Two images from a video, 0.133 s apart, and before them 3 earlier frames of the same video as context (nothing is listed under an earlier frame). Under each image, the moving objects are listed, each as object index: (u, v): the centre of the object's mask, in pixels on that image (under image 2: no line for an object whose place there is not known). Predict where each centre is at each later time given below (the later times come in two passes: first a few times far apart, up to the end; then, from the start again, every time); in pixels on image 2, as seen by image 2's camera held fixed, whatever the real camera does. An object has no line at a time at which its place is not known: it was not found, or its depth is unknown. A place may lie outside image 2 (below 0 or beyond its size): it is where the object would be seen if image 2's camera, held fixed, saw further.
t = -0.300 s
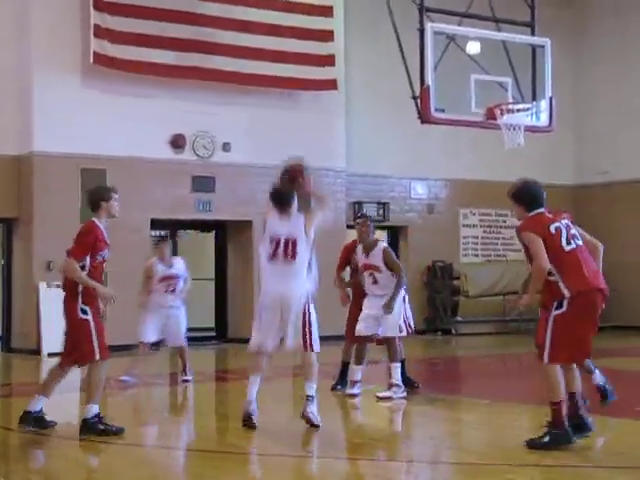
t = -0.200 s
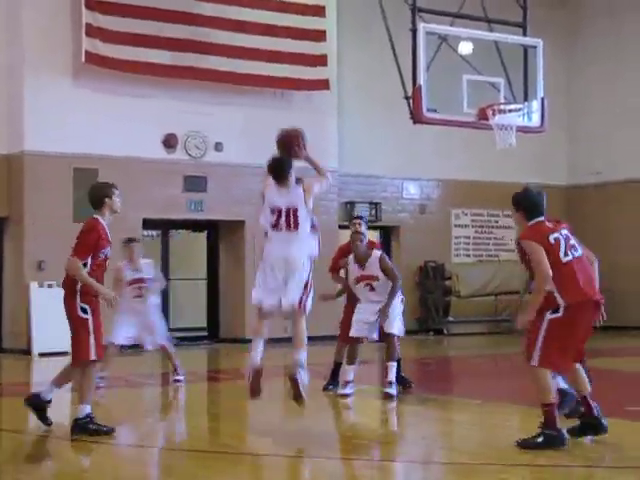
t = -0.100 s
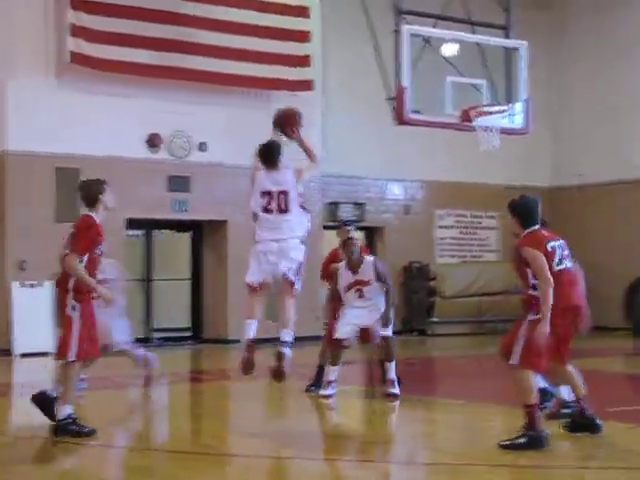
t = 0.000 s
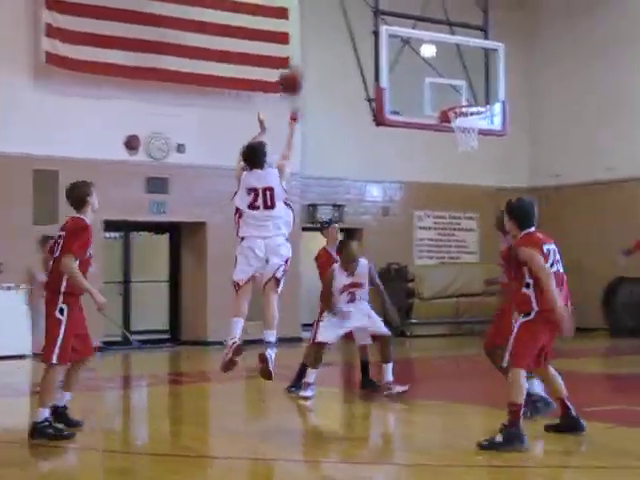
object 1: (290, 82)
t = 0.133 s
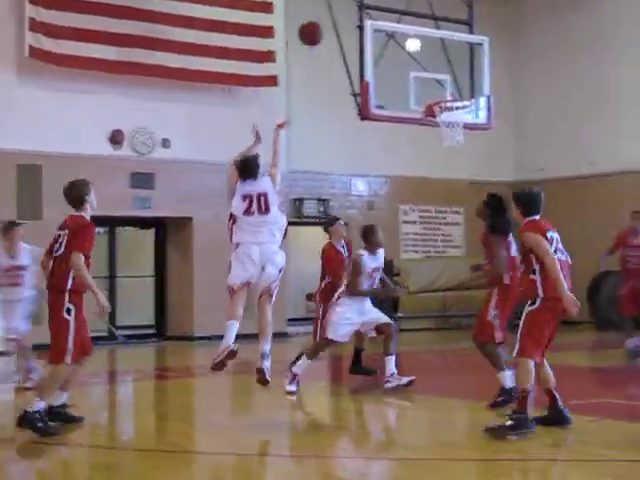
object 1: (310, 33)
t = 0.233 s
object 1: (333, 16)
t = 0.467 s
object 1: (382, 14)
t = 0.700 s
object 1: (423, 61)
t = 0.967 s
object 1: (465, 110)
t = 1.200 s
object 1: (445, 116)
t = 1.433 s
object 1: (438, 143)
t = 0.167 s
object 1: (318, 26)
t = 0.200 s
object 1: (326, 21)
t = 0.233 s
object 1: (333, 16)
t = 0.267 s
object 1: (341, 12)
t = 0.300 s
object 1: (349, 10)
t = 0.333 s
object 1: (355, 10)
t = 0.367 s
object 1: (363, 10)
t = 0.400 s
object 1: (369, 10)
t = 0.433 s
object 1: (376, 12)
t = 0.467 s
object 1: (382, 14)
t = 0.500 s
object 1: (388, 19)
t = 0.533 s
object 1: (395, 26)
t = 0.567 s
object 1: (400, 30)
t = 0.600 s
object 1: (407, 37)
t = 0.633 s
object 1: (412, 45)
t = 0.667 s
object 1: (417, 53)
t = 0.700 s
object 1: (423, 61)
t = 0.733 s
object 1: (428, 72)
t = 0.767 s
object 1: (434, 84)
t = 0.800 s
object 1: (439, 93)
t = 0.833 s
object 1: (445, 97)
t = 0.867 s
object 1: (453, 102)
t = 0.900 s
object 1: (461, 106)
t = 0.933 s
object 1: (466, 109)
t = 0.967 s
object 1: (465, 110)
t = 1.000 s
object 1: (465, 111)
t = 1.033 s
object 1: (463, 111)
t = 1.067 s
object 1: (460, 113)
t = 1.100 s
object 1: (455, 113)
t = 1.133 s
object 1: (450, 115)
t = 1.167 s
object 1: (448, 116)
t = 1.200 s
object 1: (445, 116)
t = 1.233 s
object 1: (442, 119)
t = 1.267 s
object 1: (440, 122)
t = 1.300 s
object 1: (438, 122)
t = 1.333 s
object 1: (439, 128)
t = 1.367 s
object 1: (438, 131)
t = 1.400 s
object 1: (437, 139)
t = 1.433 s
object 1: (438, 143)
